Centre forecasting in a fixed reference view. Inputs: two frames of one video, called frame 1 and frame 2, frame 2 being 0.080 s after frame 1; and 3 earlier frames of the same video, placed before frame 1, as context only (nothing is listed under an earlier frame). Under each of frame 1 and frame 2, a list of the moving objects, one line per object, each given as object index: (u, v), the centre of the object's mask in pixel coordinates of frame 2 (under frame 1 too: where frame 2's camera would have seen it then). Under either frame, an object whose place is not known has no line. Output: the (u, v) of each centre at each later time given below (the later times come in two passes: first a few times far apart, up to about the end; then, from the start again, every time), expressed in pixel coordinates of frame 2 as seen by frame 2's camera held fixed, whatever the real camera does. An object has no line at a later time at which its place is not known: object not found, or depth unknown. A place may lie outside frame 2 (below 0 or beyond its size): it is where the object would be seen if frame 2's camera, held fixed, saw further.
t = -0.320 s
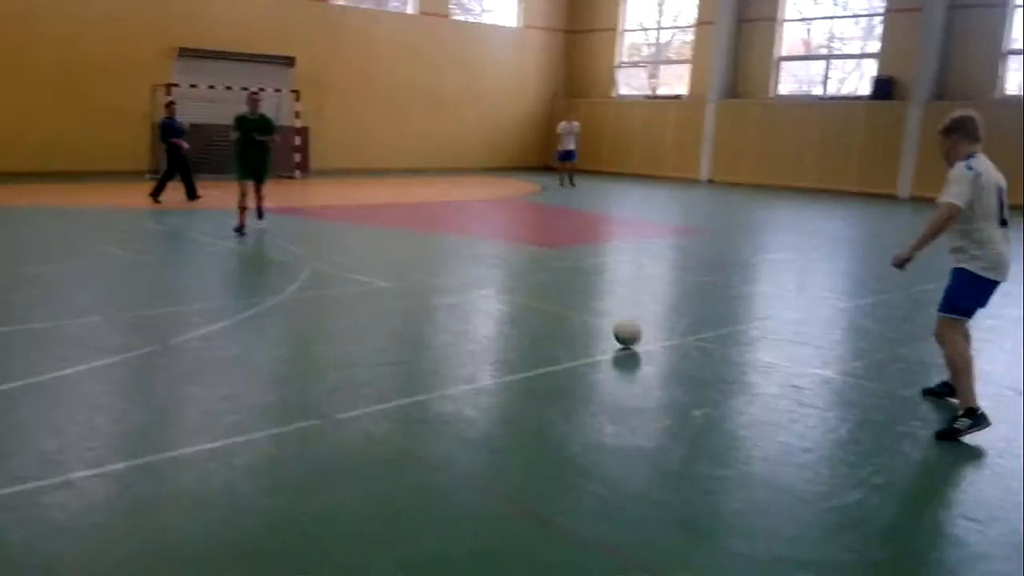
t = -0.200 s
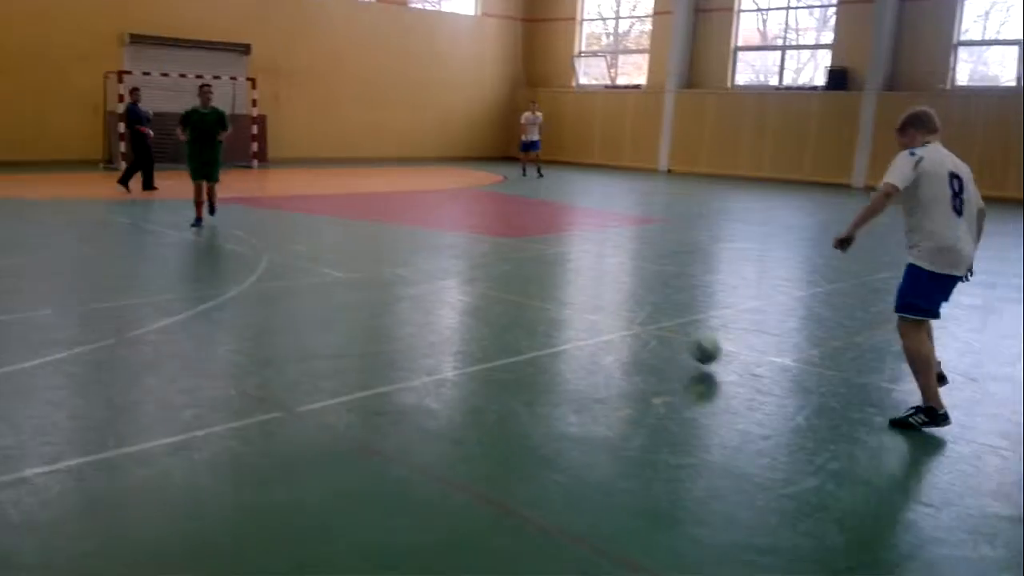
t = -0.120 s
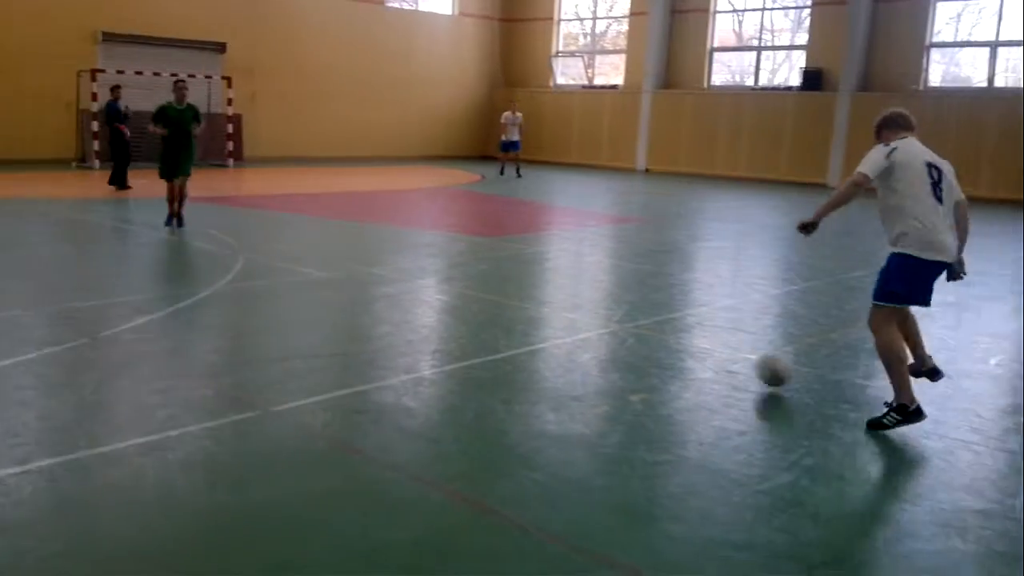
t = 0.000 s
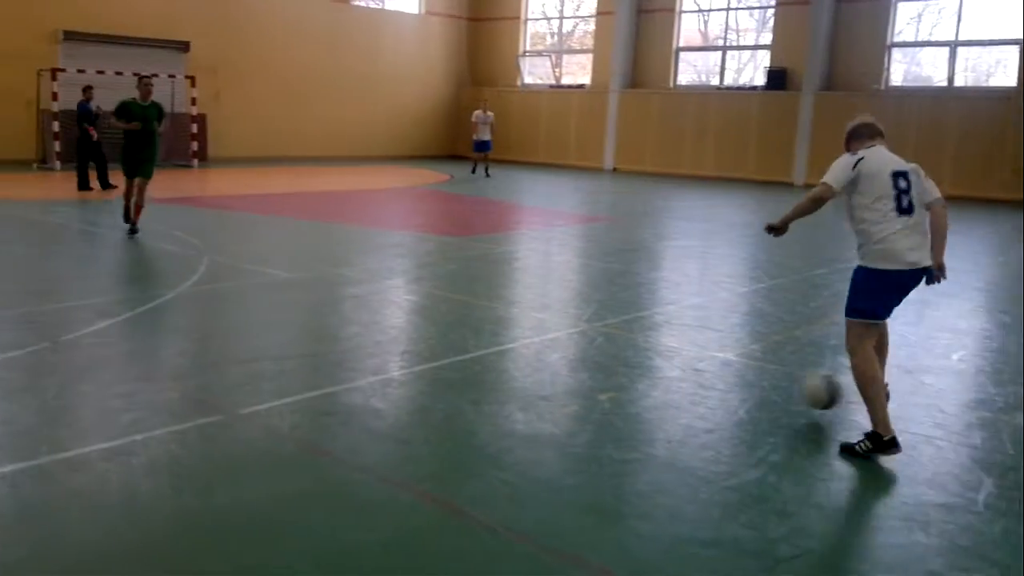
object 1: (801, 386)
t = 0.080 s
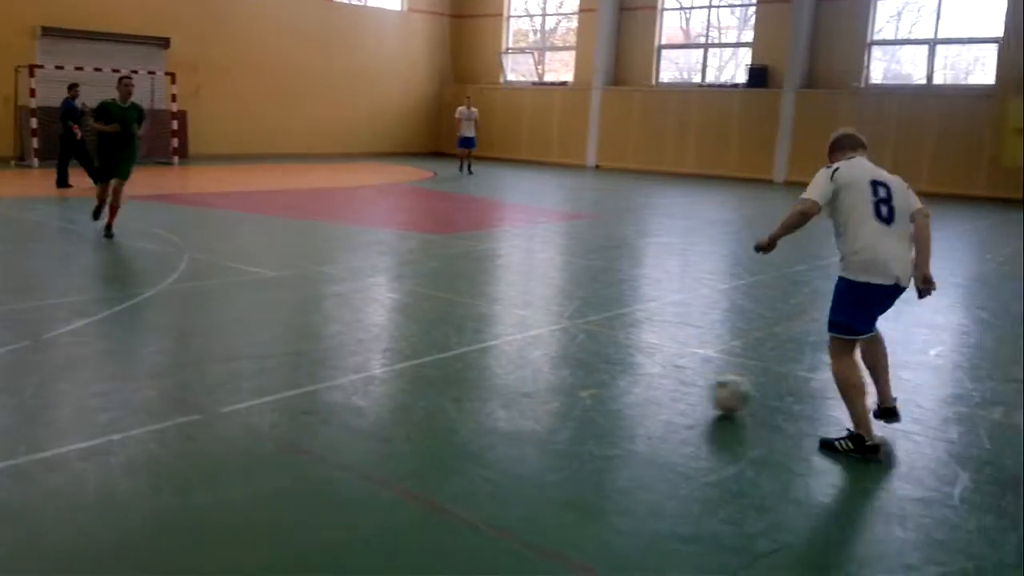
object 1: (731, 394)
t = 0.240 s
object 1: (601, 399)
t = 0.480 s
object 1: (437, 411)
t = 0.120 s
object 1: (696, 395)
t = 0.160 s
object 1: (664, 395)
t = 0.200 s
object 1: (630, 399)
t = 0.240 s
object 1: (601, 399)
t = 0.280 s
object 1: (572, 403)
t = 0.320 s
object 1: (542, 404)
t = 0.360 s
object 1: (515, 405)
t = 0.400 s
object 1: (489, 407)
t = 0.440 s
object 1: (462, 409)
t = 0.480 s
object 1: (437, 411)
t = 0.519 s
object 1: (408, 412)
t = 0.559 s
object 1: (379, 414)
